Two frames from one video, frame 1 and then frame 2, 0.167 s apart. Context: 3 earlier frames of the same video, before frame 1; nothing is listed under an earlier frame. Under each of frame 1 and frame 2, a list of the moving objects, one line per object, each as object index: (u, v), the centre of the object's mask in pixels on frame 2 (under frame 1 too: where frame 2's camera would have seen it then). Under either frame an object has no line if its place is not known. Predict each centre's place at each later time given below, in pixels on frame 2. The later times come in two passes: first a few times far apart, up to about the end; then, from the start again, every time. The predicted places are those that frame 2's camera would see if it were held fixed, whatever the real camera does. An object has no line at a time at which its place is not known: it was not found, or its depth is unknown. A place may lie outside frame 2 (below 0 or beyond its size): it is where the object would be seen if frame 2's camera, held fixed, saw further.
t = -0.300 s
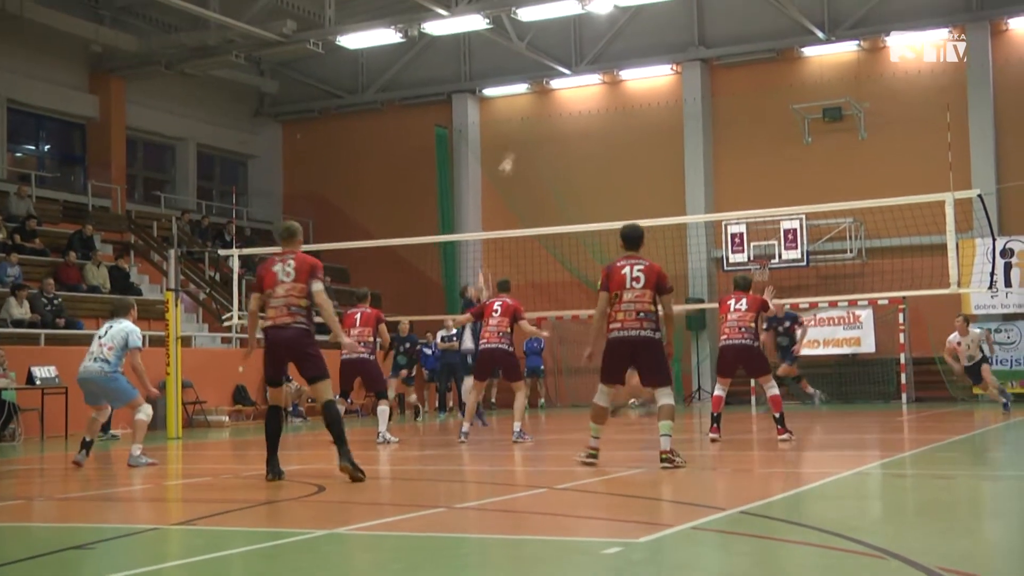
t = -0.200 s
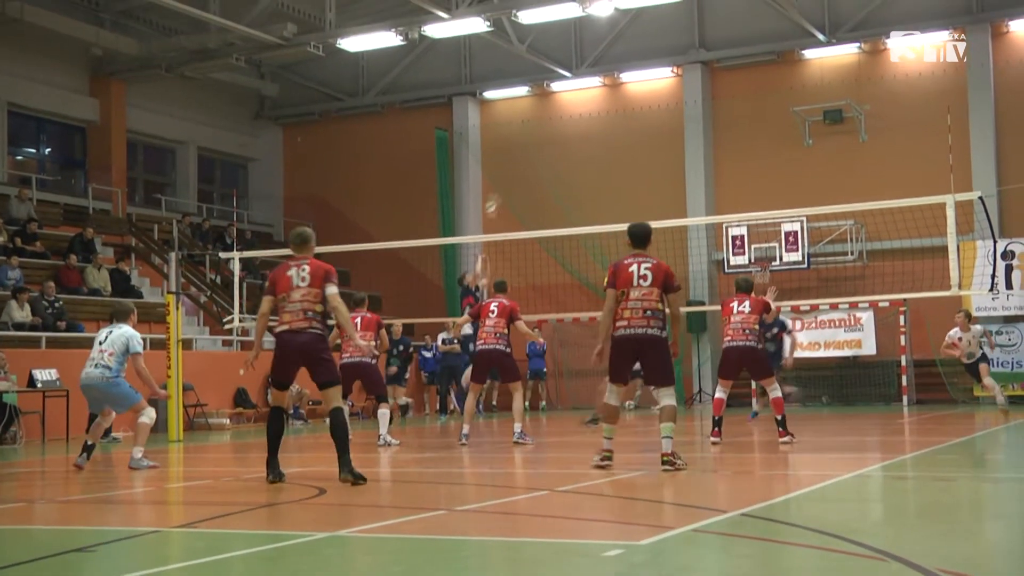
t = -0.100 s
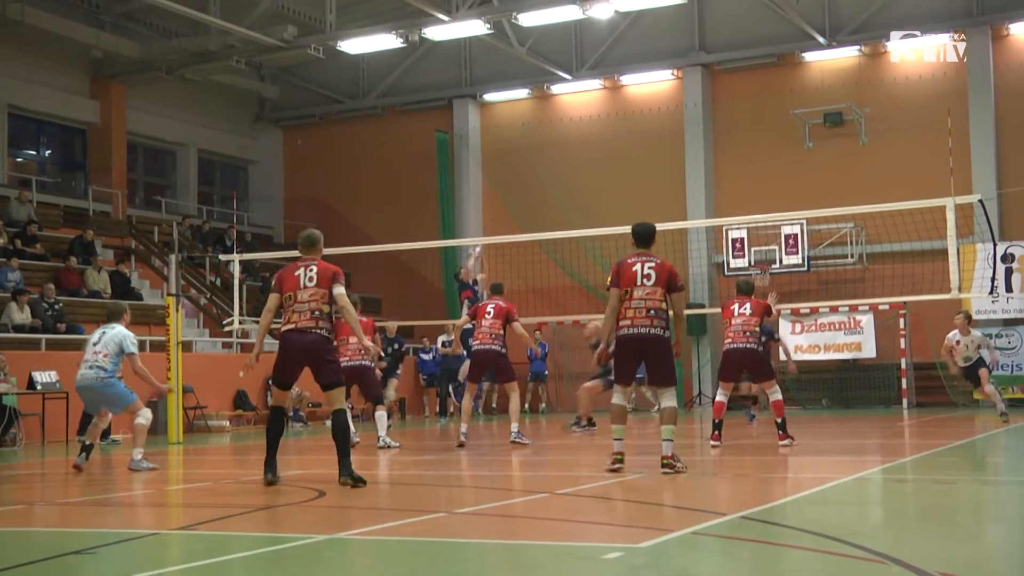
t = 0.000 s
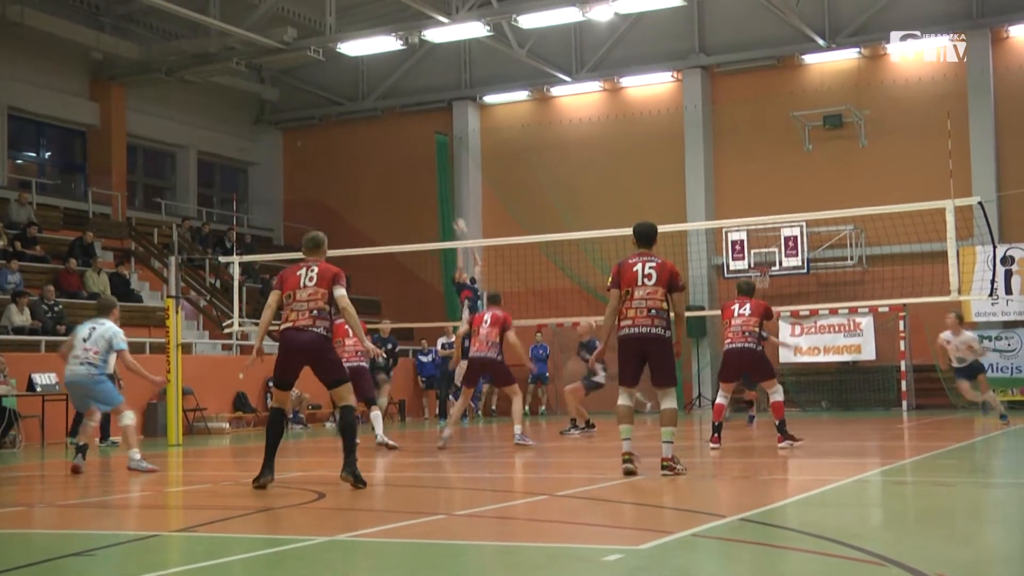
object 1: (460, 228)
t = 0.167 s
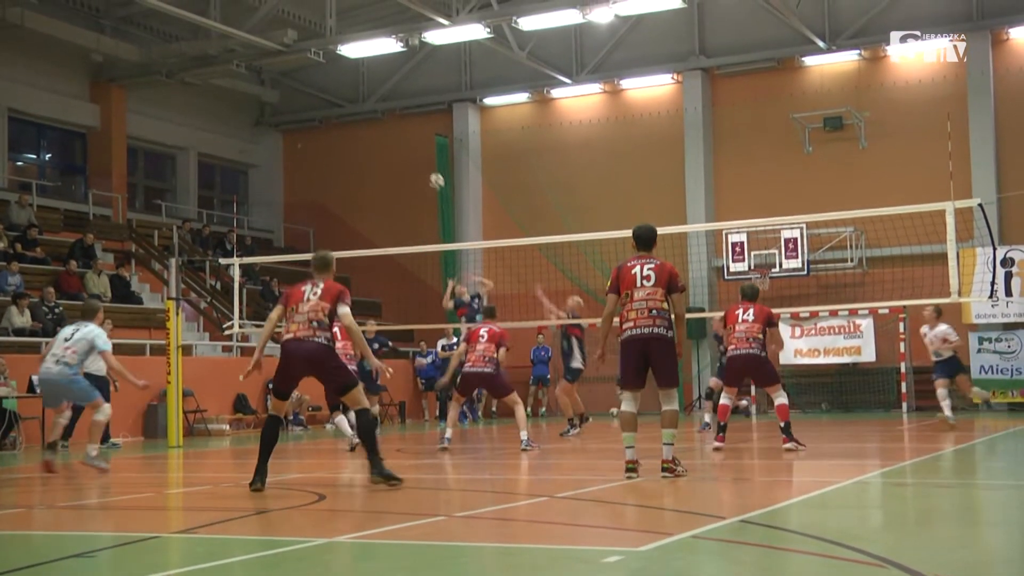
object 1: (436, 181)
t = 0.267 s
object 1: (422, 161)
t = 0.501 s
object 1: (390, 142)
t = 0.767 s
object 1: (354, 164)
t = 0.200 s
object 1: (431, 172)
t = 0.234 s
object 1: (427, 166)
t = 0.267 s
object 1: (422, 161)
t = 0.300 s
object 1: (417, 155)
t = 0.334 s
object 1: (412, 151)
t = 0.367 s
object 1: (408, 148)
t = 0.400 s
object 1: (403, 145)
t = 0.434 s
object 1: (398, 143)
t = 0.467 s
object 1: (394, 142)
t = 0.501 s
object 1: (390, 142)
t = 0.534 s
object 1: (386, 142)
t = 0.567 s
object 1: (381, 143)
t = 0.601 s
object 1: (376, 145)
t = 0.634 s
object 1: (372, 147)
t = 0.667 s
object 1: (368, 151)
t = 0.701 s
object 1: (363, 154)
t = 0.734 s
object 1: (359, 159)
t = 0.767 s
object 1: (354, 164)
